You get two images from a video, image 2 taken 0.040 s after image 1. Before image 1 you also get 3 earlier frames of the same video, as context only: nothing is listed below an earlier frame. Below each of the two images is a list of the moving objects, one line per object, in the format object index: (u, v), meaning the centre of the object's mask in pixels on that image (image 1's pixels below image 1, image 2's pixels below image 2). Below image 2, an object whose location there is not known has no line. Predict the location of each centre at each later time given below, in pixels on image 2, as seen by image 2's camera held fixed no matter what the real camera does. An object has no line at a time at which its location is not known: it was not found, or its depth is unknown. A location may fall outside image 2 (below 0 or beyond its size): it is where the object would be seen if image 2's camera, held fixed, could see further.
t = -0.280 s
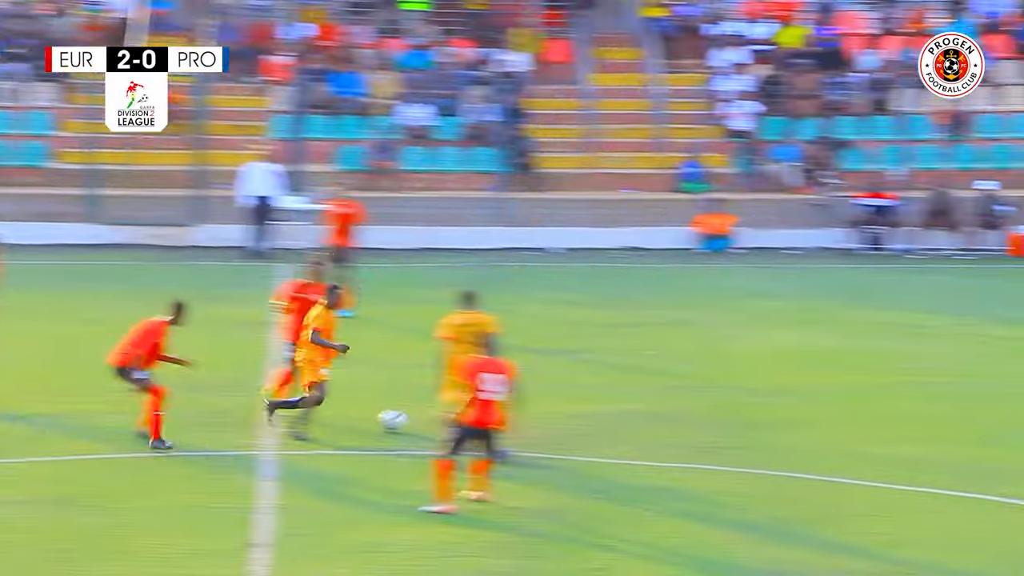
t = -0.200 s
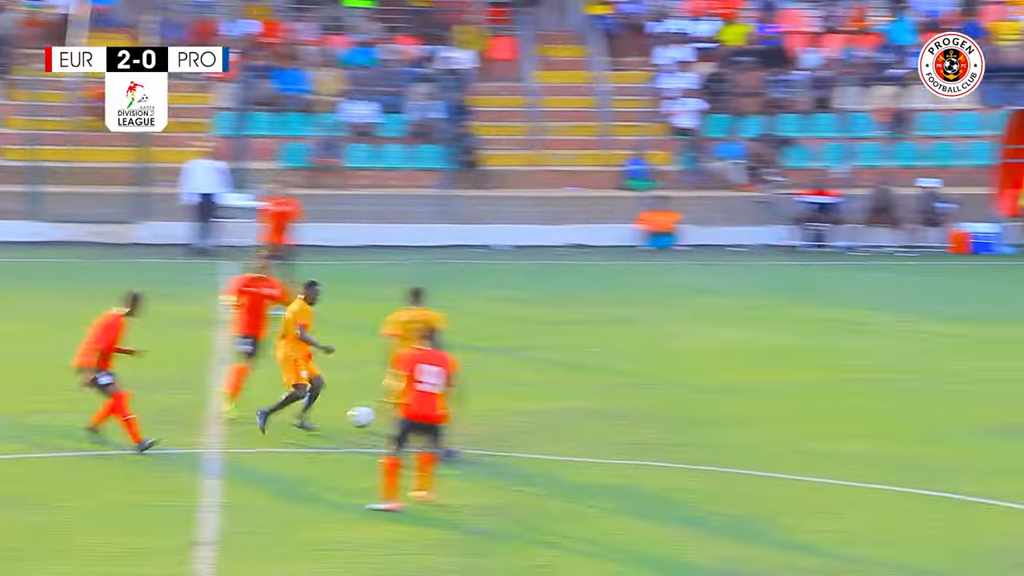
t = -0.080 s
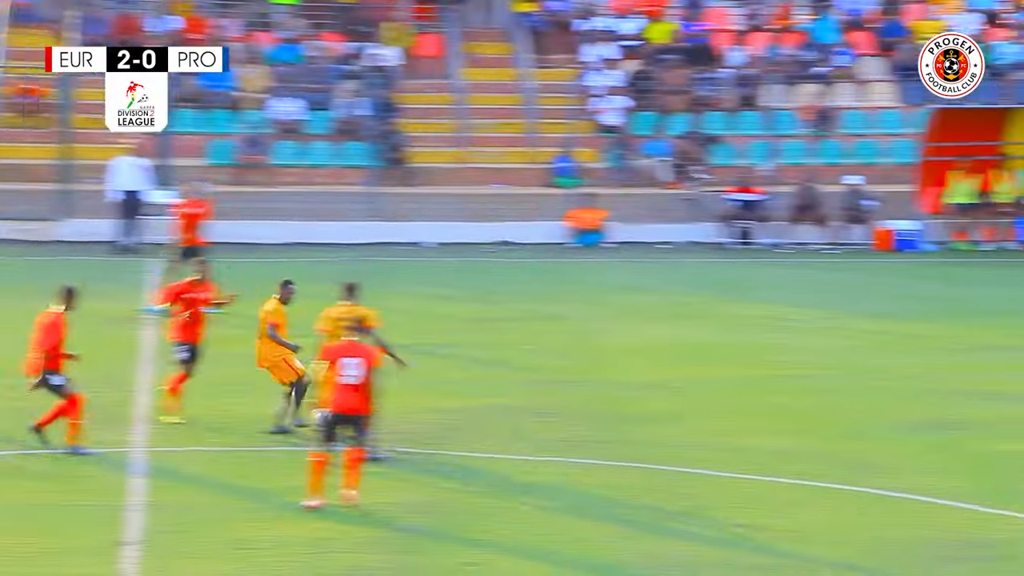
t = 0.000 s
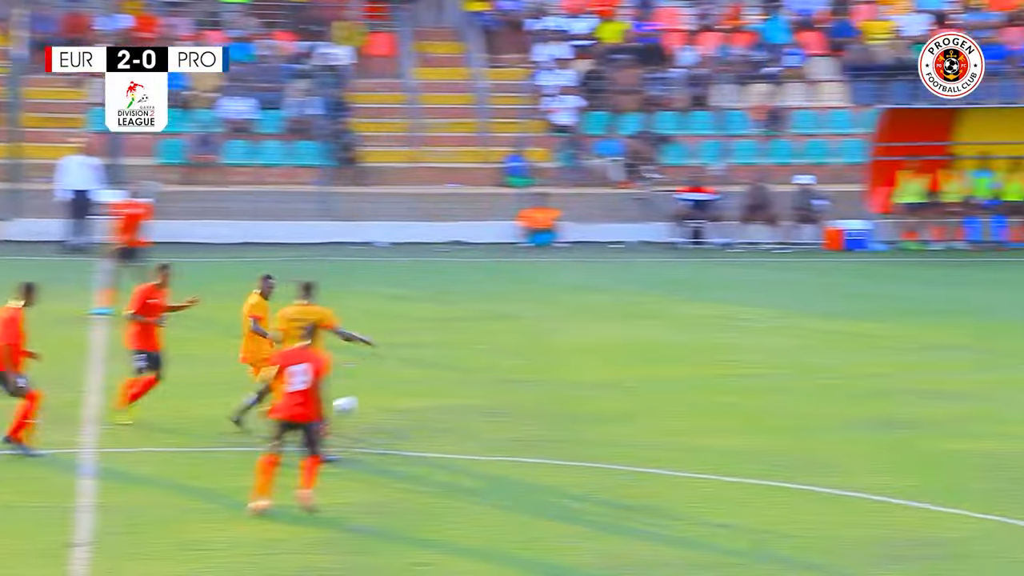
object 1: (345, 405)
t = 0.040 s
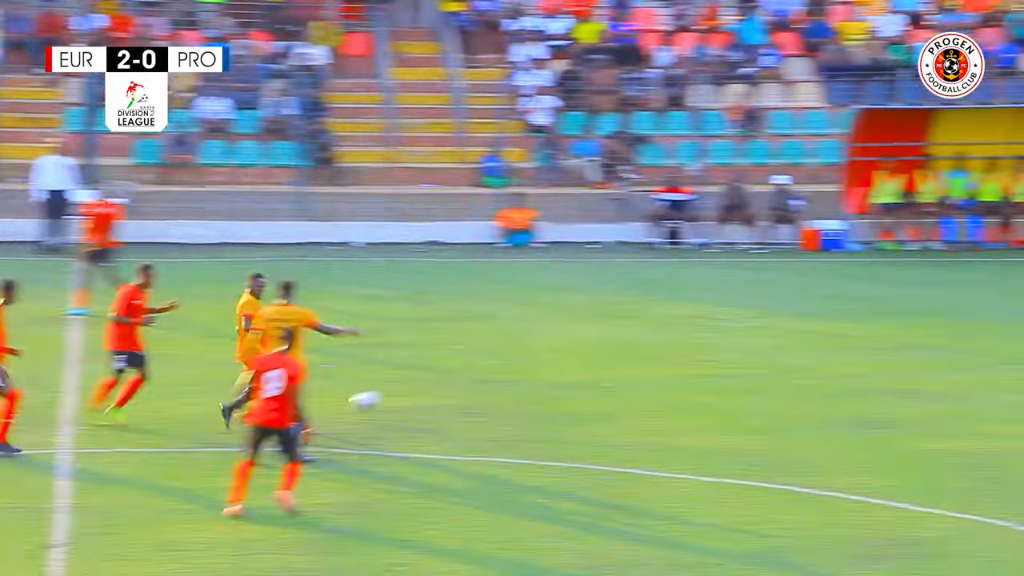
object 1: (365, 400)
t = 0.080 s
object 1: (407, 394)
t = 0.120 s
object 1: (448, 392)
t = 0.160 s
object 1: (489, 390)
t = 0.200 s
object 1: (529, 390)
